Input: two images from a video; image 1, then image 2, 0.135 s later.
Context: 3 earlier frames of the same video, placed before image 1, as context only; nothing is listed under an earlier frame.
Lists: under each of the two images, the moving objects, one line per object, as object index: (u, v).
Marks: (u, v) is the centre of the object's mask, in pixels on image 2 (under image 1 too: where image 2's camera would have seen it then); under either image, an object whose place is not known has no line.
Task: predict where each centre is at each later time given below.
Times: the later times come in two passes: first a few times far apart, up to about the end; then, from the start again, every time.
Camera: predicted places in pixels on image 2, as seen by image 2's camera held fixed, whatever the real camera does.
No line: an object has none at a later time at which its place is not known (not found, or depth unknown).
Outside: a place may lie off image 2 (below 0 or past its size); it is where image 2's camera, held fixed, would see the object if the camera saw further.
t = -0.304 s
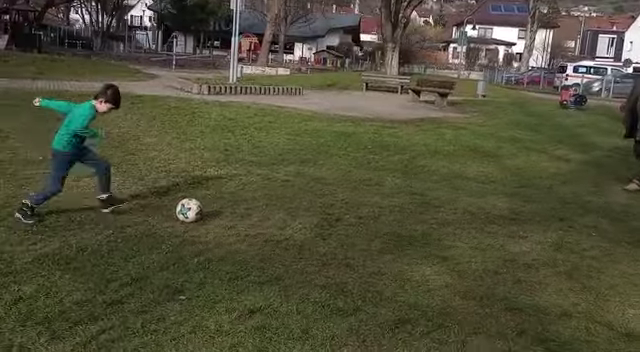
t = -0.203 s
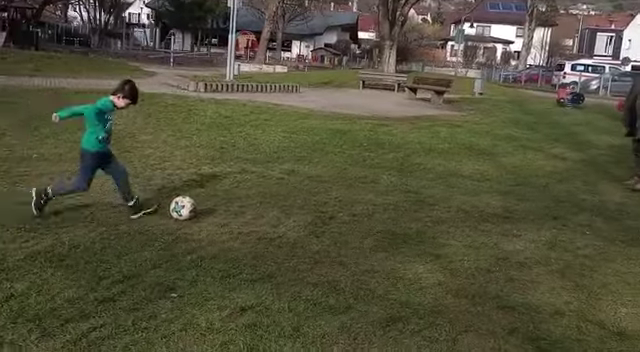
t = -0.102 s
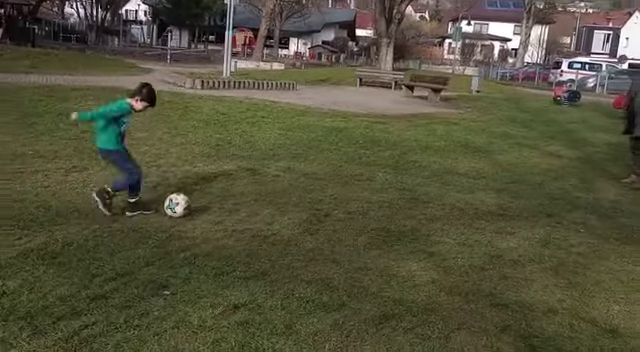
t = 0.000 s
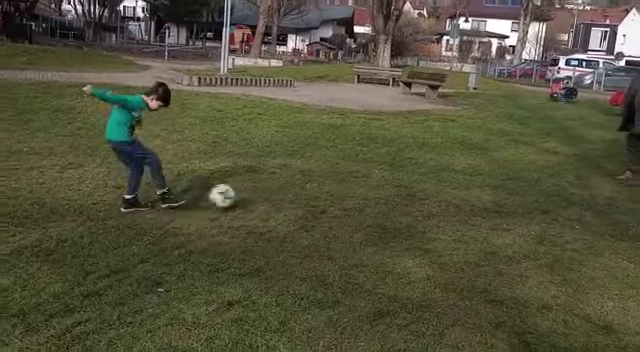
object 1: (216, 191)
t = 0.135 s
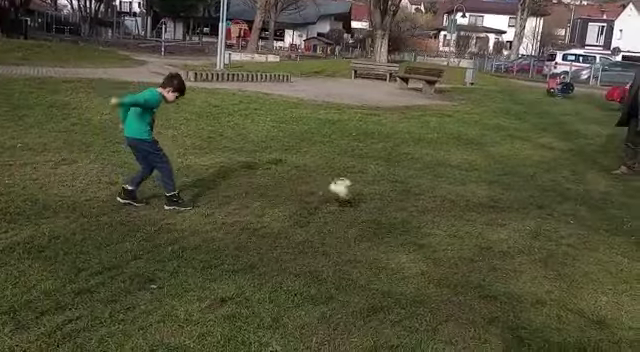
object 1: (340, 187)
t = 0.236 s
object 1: (425, 197)
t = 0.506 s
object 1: (571, 193)
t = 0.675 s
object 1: (630, 191)
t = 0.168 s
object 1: (370, 191)
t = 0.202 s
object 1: (398, 195)
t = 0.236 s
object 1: (425, 197)
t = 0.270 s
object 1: (449, 197)
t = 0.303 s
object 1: (469, 196)
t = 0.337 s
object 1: (490, 195)
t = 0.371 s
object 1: (507, 194)
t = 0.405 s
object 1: (525, 194)
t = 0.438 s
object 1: (541, 194)
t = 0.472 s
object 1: (556, 193)
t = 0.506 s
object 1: (571, 193)
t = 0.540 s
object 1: (585, 193)
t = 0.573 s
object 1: (596, 192)
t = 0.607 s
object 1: (607, 192)
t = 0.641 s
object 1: (618, 192)
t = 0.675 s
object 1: (630, 191)
